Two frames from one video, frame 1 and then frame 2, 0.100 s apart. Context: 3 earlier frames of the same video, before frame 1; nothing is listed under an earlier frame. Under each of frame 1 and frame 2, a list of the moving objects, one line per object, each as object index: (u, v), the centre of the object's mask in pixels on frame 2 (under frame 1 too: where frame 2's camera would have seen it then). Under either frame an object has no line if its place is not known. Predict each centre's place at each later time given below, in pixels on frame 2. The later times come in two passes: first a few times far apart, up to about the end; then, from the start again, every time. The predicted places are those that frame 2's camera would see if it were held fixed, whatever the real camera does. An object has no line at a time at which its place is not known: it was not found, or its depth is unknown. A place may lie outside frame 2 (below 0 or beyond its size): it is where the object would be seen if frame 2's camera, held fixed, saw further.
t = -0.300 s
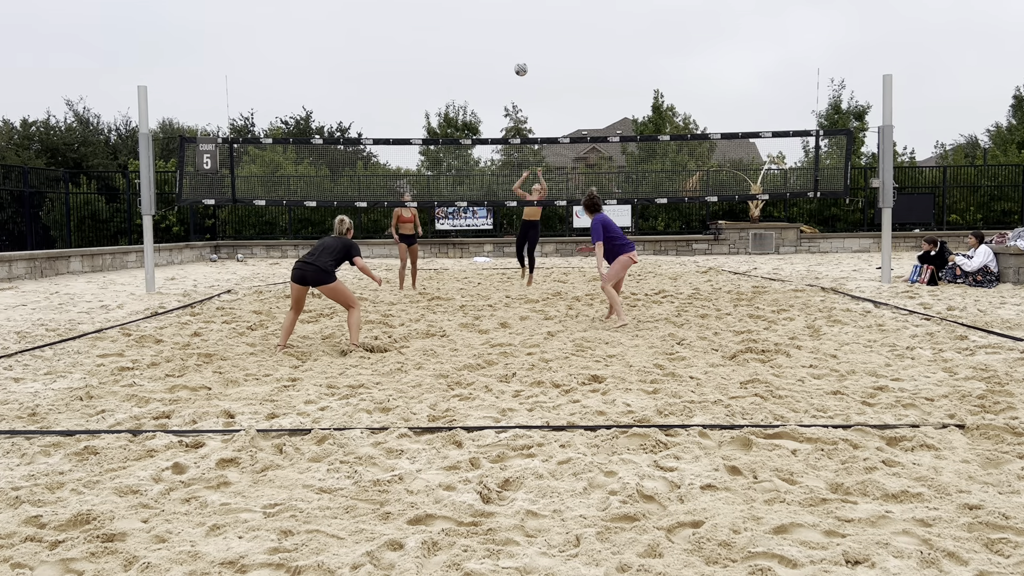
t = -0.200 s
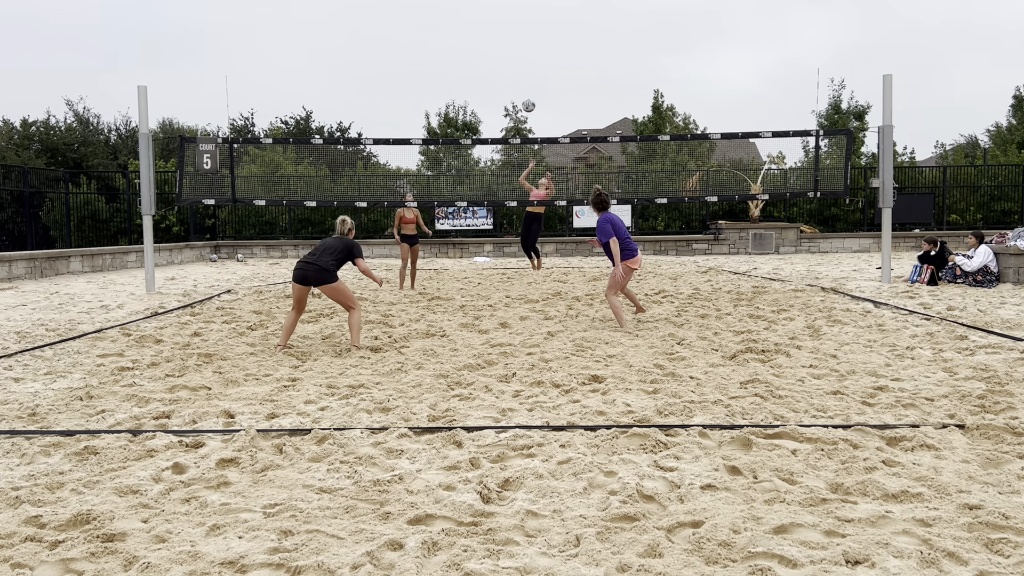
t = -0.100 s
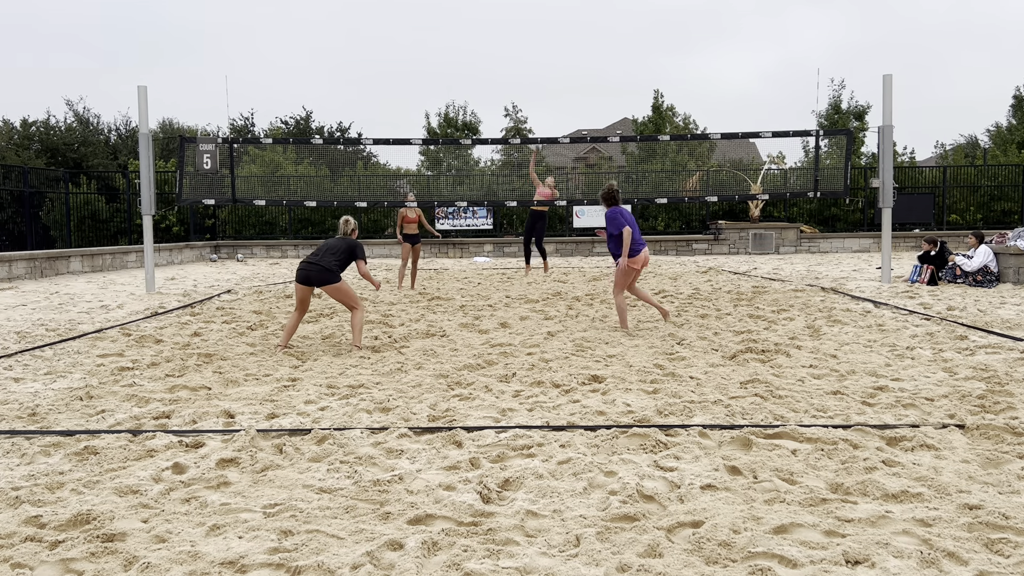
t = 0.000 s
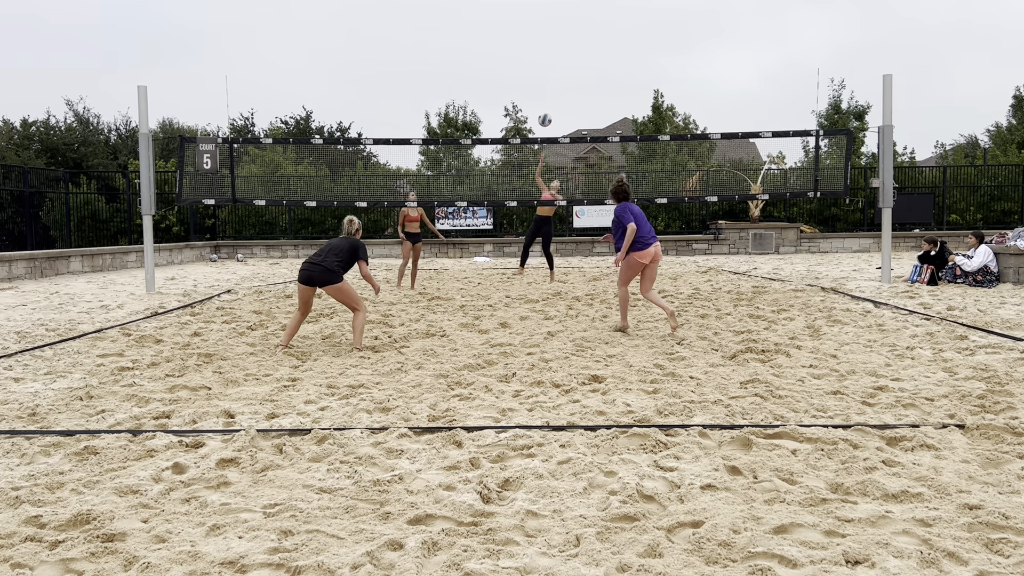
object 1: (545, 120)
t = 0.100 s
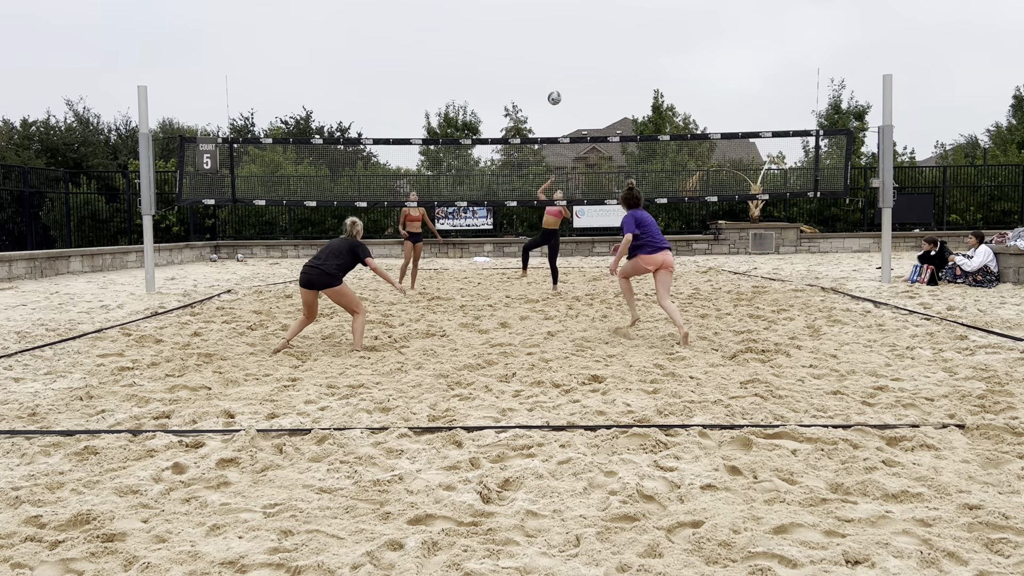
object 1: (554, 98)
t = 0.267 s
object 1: (572, 73)
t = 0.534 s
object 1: (603, 74)
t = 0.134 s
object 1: (558, 92)
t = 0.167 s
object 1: (561, 86)
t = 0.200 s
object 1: (565, 81)
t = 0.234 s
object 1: (568, 77)
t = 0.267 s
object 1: (572, 73)
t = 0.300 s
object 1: (576, 71)
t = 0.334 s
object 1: (579, 69)
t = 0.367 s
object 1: (583, 68)
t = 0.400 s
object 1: (587, 68)
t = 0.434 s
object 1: (591, 68)
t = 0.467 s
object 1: (595, 69)
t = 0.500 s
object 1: (599, 71)
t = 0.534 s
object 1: (603, 74)
